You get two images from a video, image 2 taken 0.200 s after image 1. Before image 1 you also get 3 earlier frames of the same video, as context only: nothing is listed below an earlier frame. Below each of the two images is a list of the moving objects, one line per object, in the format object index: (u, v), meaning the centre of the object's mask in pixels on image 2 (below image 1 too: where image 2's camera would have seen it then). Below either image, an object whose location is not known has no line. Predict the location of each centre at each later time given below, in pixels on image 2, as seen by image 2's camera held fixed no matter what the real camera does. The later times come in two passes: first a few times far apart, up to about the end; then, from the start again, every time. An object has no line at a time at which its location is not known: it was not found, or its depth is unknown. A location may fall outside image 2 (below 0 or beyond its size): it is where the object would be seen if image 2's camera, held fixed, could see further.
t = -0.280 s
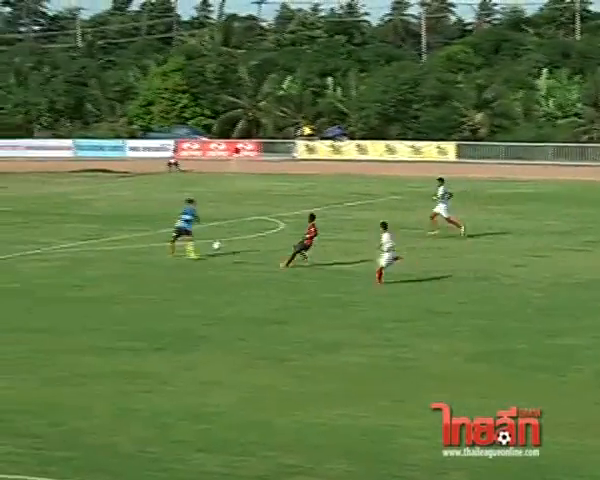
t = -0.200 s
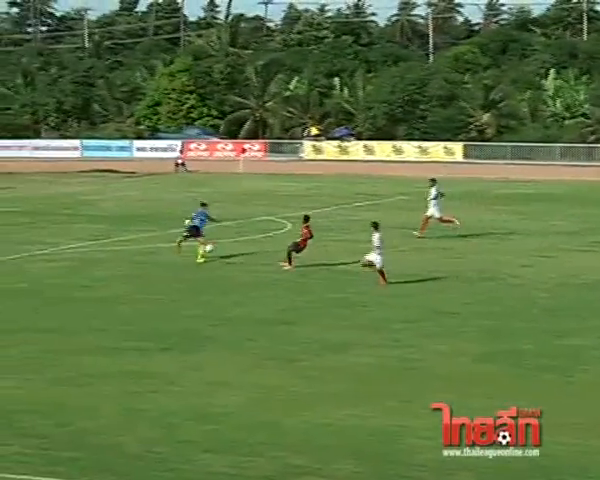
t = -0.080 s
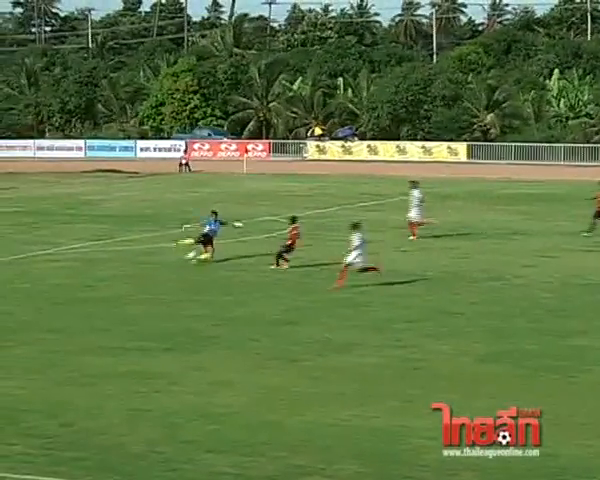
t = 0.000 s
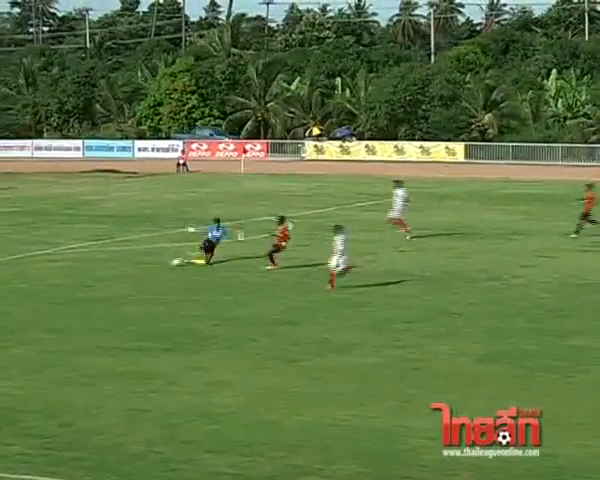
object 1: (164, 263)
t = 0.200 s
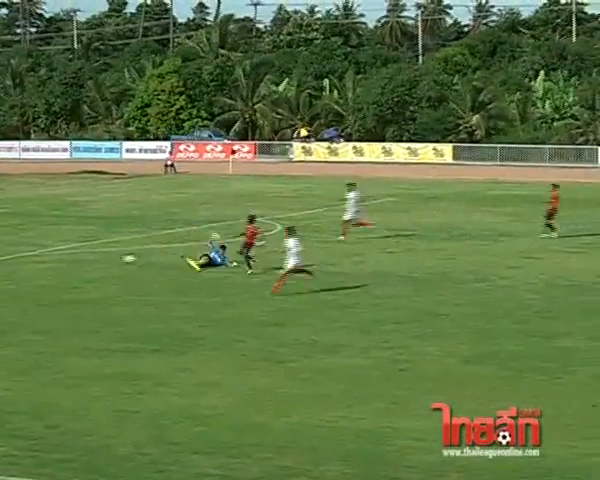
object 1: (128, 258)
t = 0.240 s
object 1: (121, 259)
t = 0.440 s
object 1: (89, 262)
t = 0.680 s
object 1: (51, 263)
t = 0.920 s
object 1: (15, 265)
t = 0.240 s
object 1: (121, 259)
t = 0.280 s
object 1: (115, 260)
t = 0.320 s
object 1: (108, 262)
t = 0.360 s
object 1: (102, 263)
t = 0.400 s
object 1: (95, 263)
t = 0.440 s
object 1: (89, 262)
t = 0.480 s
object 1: (83, 261)
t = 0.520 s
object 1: (77, 261)
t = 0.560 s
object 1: (70, 262)
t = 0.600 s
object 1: (64, 263)
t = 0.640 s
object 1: (57, 264)
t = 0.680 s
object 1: (51, 263)
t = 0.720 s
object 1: (45, 262)
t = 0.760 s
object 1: (39, 261)
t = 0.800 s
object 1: (33, 261)
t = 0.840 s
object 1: (27, 261)
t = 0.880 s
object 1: (21, 263)
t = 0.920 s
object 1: (15, 265)
